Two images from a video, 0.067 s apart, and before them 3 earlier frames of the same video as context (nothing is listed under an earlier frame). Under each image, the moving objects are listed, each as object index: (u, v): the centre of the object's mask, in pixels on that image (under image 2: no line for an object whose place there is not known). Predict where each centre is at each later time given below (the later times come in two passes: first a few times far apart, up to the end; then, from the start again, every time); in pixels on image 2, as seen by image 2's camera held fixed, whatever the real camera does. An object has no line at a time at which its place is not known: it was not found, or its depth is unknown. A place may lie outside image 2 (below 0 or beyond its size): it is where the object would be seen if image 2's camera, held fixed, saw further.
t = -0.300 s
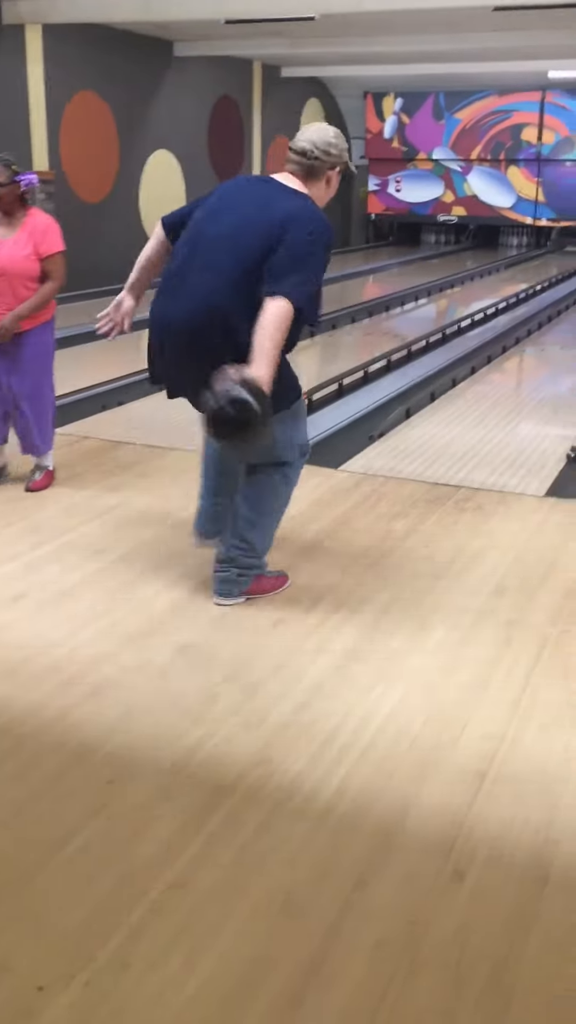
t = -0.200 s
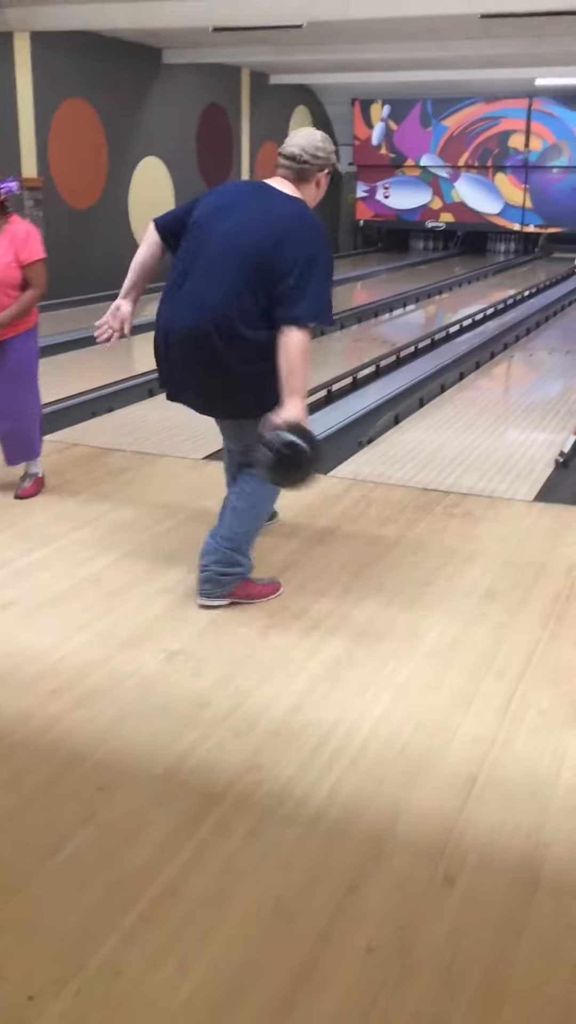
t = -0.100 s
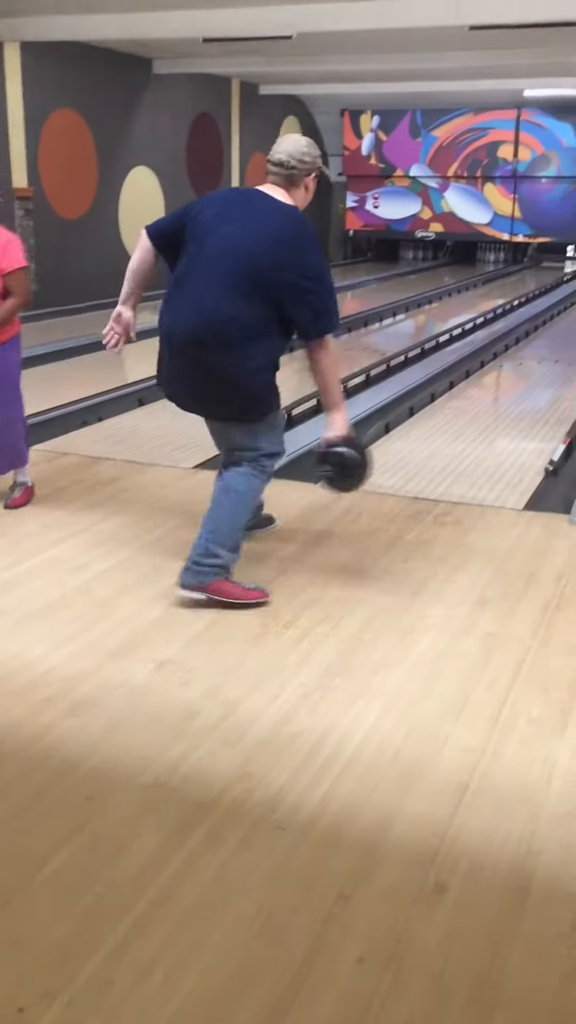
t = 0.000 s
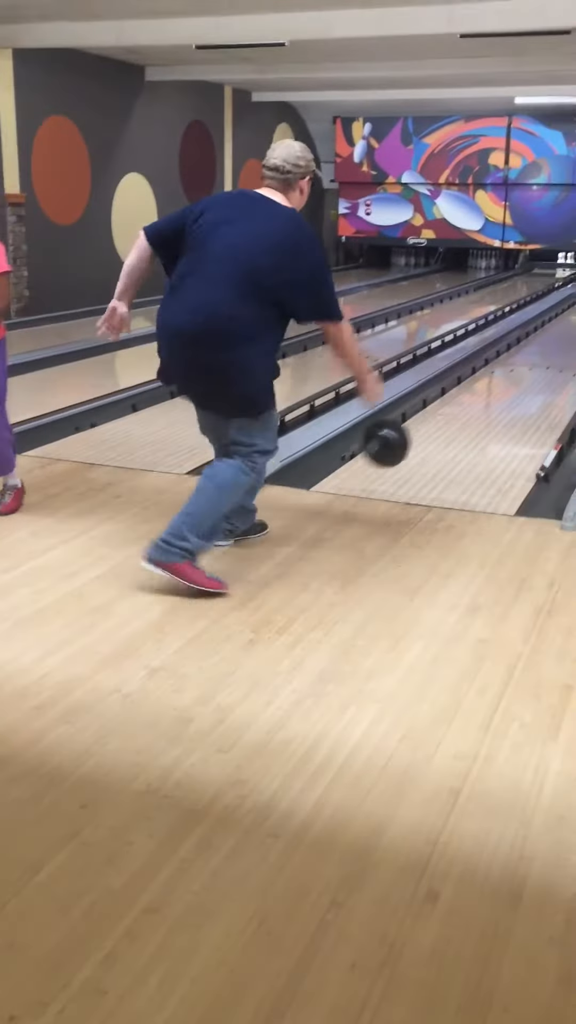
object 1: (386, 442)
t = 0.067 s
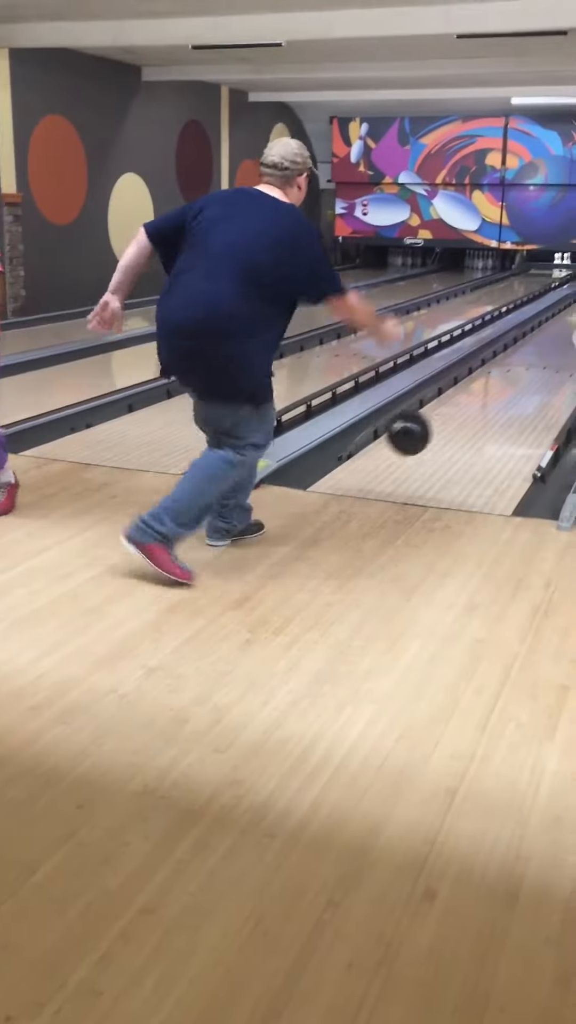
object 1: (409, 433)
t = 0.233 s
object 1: (456, 443)
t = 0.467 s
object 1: (503, 398)
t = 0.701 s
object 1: (535, 367)
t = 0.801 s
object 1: (546, 356)
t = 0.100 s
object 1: (420, 432)
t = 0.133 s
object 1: (430, 433)
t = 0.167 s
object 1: (439, 436)
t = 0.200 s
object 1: (448, 440)
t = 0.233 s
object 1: (456, 443)
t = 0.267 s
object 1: (464, 432)
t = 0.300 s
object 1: (472, 422)
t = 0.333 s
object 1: (479, 416)
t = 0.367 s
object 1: (485, 411)
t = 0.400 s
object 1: (491, 408)
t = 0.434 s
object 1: (497, 403)
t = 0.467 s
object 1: (503, 398)
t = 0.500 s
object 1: (508, 393)
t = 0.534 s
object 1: (513, 388)
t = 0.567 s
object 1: (518, 383)
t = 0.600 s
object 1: (522, 379)
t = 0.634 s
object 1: (527, 374)
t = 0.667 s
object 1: (531, 371)
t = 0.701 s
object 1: (535, 367)
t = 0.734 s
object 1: (539, 363)
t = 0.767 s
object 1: (542, 360)
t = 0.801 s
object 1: (546, 356)
